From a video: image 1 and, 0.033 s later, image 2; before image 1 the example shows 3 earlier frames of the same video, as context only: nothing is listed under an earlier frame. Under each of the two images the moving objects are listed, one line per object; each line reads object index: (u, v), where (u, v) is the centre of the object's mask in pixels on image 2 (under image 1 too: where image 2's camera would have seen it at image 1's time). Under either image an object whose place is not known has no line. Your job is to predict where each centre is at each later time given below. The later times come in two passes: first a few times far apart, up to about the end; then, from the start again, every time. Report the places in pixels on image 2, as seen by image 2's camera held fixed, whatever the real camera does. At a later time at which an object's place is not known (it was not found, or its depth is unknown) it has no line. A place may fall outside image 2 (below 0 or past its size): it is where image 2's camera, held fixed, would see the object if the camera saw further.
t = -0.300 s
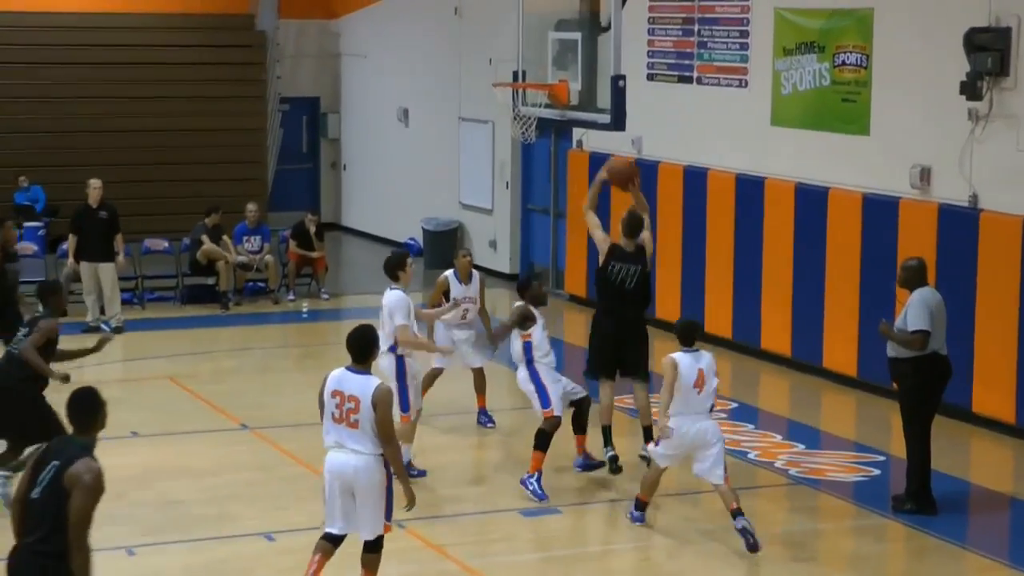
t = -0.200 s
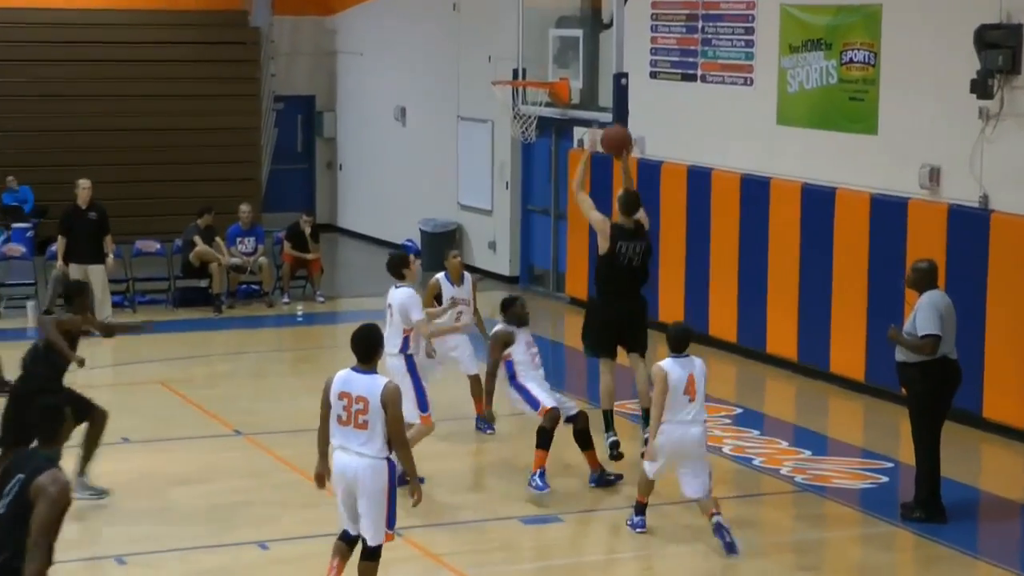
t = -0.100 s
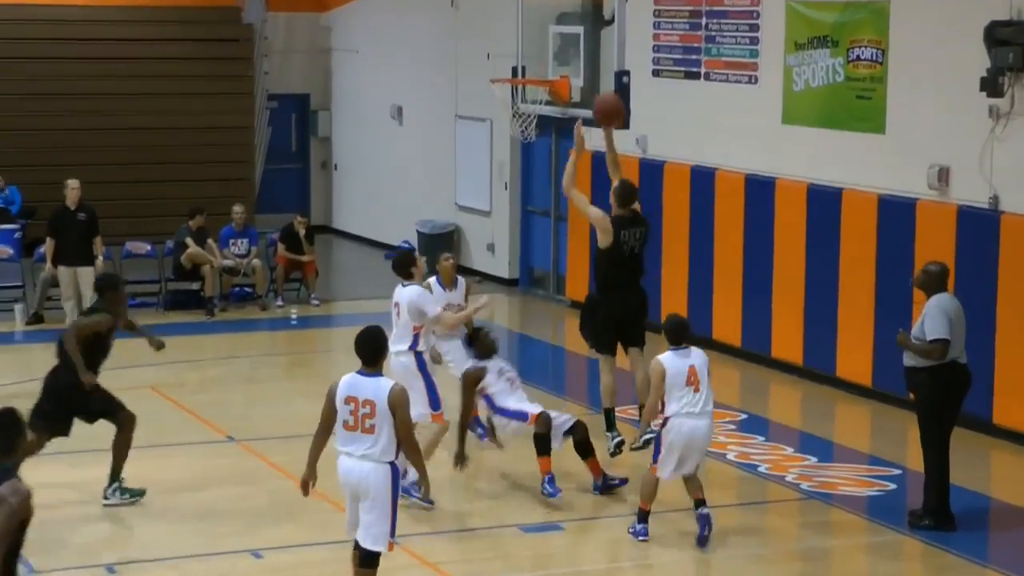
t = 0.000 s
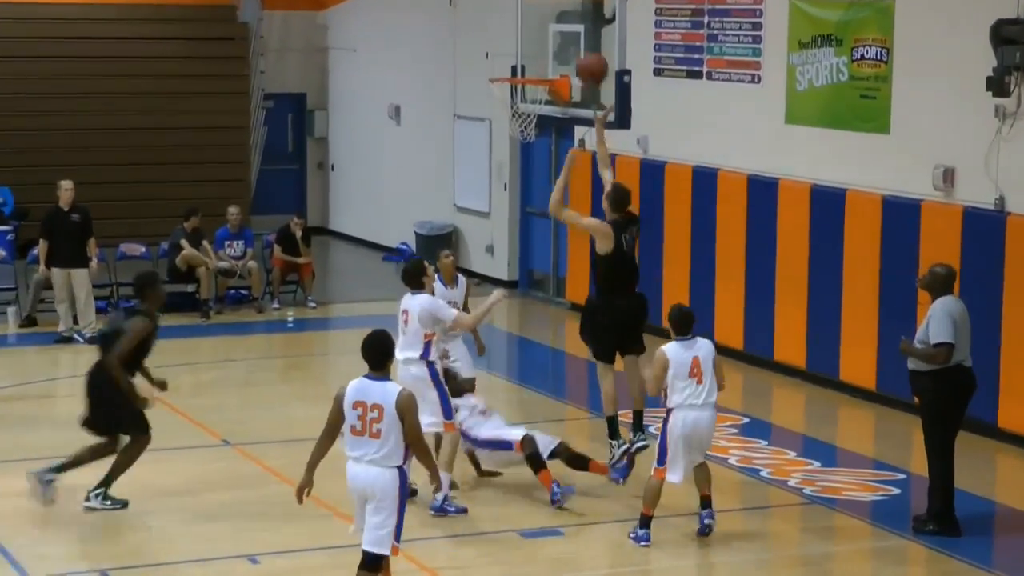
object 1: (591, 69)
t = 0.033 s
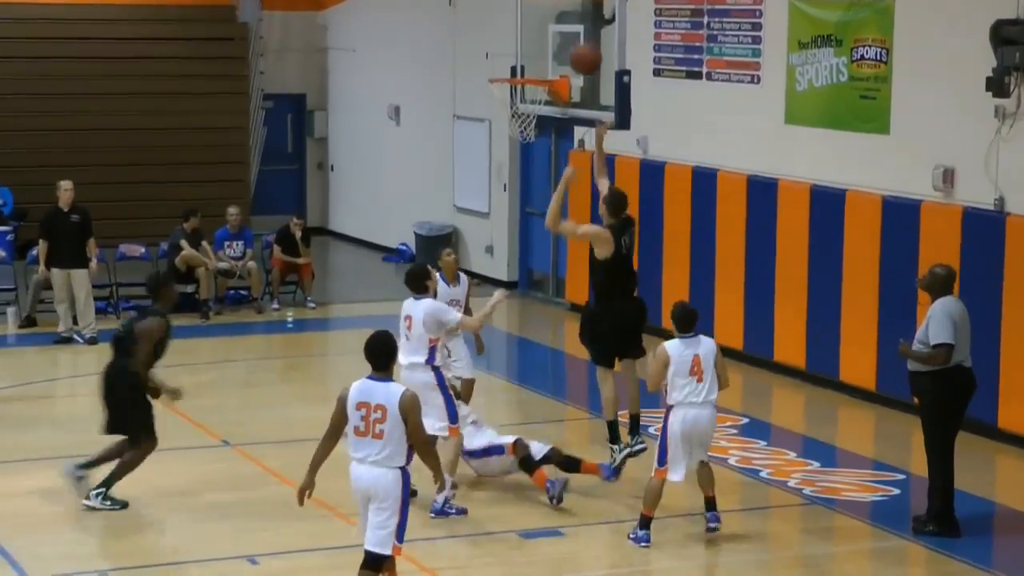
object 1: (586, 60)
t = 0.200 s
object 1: (556, 29)
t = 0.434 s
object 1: (515, 48)
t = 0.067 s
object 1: (580, 49)
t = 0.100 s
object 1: (574, 41)
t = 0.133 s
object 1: (568, 36)
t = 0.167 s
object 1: (562, 32)
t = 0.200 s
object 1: (556, 29)
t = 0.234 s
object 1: (550, 28)
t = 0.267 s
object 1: (545, 28)
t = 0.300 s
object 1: (539, 29)
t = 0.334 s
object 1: (533, 32)
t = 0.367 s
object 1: (527, 36)
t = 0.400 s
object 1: (521, 42)
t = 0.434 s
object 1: (515, 48)
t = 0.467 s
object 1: (510, 56)
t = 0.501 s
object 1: (505, 64)
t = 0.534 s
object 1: (505, 55)
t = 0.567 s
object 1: (505, 47)
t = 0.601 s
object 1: (506, 40)
